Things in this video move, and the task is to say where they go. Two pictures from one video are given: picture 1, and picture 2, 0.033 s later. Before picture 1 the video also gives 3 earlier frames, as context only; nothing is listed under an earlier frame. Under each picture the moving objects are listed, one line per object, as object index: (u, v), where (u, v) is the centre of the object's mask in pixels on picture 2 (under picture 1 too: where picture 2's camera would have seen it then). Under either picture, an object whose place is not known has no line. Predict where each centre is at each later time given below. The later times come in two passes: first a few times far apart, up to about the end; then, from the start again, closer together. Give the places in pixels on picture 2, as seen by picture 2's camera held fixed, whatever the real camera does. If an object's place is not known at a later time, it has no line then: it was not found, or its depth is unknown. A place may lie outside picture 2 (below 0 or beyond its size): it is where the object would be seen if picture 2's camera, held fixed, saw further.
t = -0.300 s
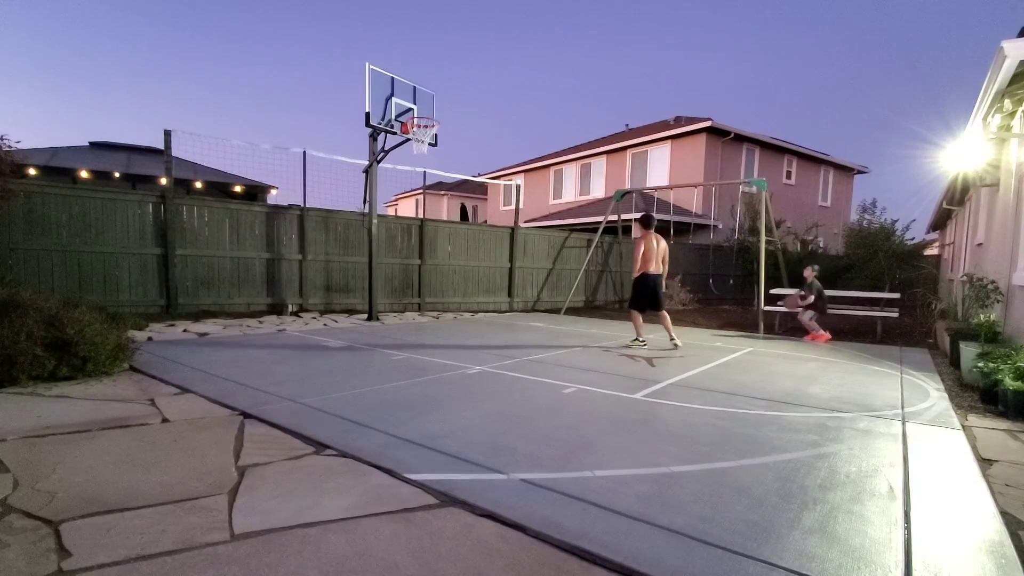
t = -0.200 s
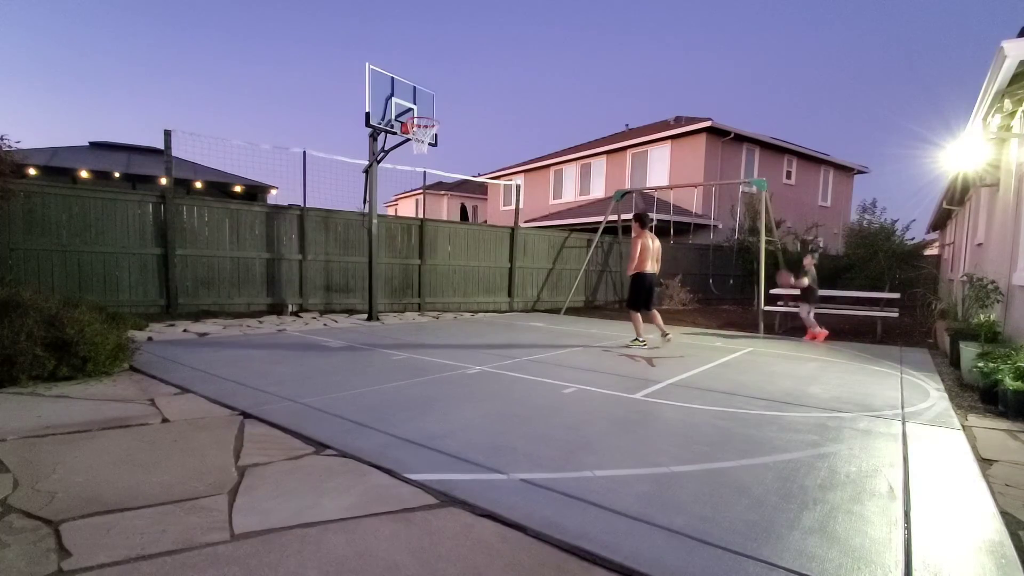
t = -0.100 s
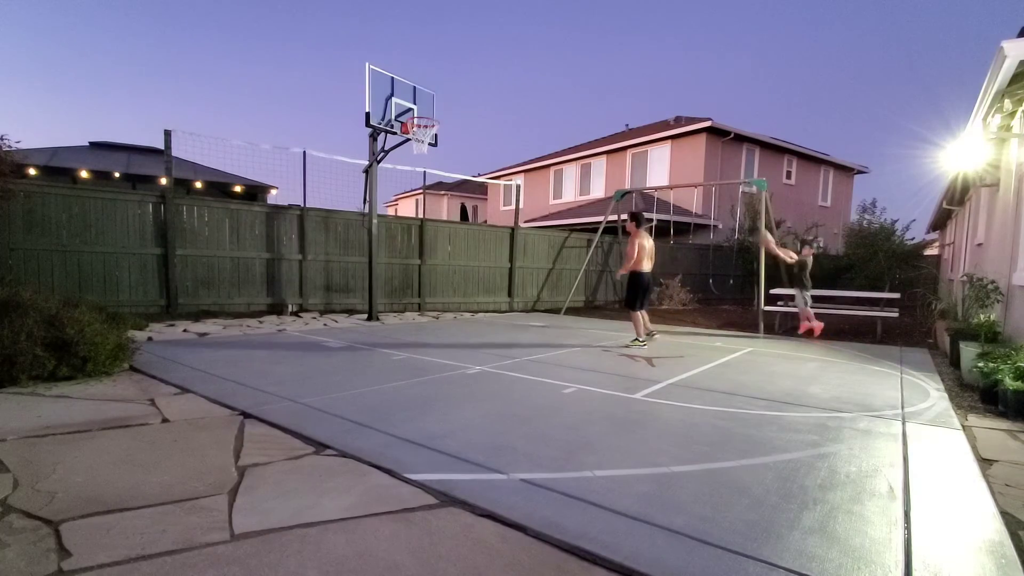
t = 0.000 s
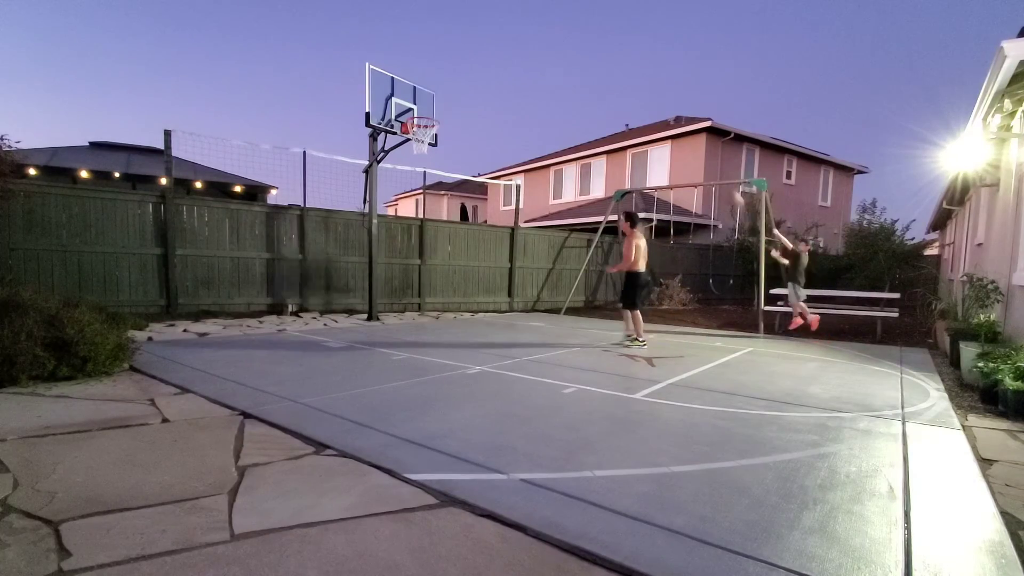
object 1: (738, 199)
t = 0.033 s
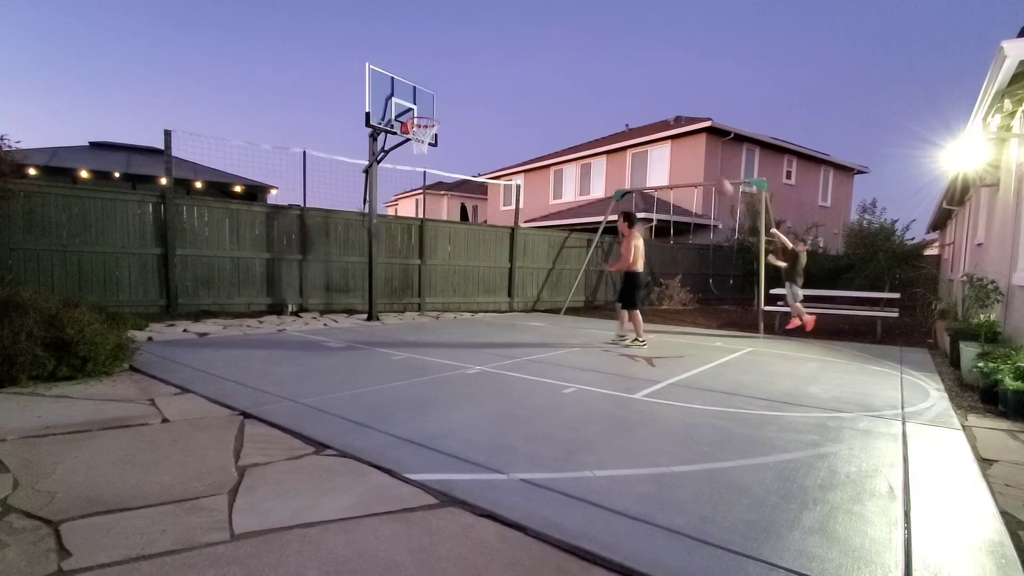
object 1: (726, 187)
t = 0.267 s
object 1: (646, 120)
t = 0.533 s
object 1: (554, 86)
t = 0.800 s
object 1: (461, 101)
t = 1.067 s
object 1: (429, 136)
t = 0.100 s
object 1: (701, 165)
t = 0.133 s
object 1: (688, 154)
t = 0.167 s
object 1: (679, 145)
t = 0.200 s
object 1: (668, 136)
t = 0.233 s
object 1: (659, 127)
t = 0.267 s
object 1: (646, 120)
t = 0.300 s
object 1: (633, 113)
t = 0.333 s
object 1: (622, 107)
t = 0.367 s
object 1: (611, 101)
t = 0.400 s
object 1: (600, 97)
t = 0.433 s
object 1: (588, 93)
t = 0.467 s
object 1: (577, 90)
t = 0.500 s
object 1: (565, 87)
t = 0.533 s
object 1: (554, 86)
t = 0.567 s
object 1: (542, 85)
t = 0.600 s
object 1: (531, 85)
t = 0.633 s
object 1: (519, 86)
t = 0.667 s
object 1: (508, 88)
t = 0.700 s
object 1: (496, 90)
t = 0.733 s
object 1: (485, 93)
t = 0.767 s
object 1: (473, 97)
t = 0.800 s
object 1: (461, 101)
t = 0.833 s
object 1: (450, 107)
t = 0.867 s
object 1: (439, 113)
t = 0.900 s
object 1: (433, 117)
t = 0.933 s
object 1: (433, 119)
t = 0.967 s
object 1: (432, 122)
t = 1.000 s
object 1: (430, 125)
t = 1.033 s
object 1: (429, 130)
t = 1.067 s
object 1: (429, 136)
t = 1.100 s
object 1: (427, 142)
